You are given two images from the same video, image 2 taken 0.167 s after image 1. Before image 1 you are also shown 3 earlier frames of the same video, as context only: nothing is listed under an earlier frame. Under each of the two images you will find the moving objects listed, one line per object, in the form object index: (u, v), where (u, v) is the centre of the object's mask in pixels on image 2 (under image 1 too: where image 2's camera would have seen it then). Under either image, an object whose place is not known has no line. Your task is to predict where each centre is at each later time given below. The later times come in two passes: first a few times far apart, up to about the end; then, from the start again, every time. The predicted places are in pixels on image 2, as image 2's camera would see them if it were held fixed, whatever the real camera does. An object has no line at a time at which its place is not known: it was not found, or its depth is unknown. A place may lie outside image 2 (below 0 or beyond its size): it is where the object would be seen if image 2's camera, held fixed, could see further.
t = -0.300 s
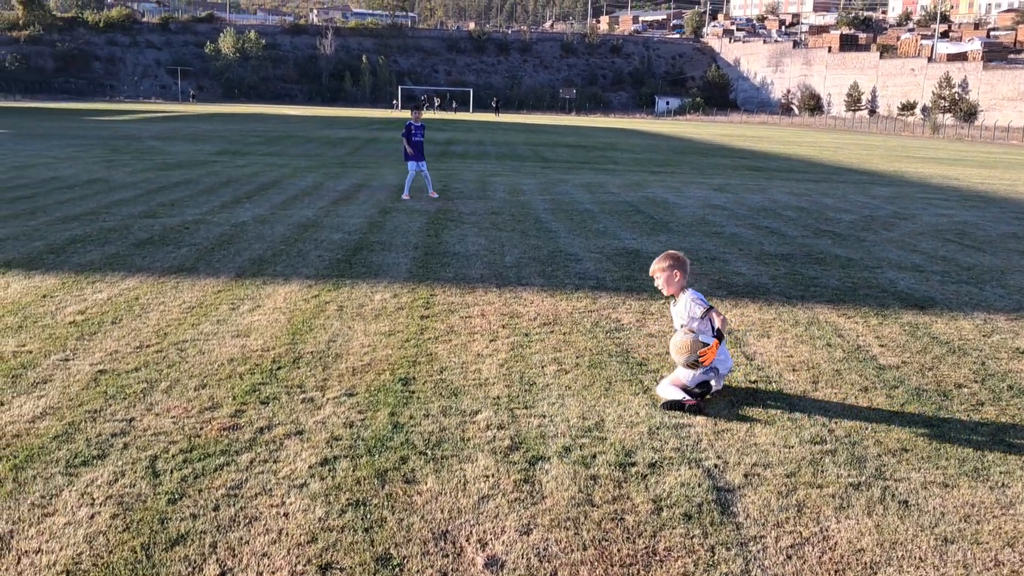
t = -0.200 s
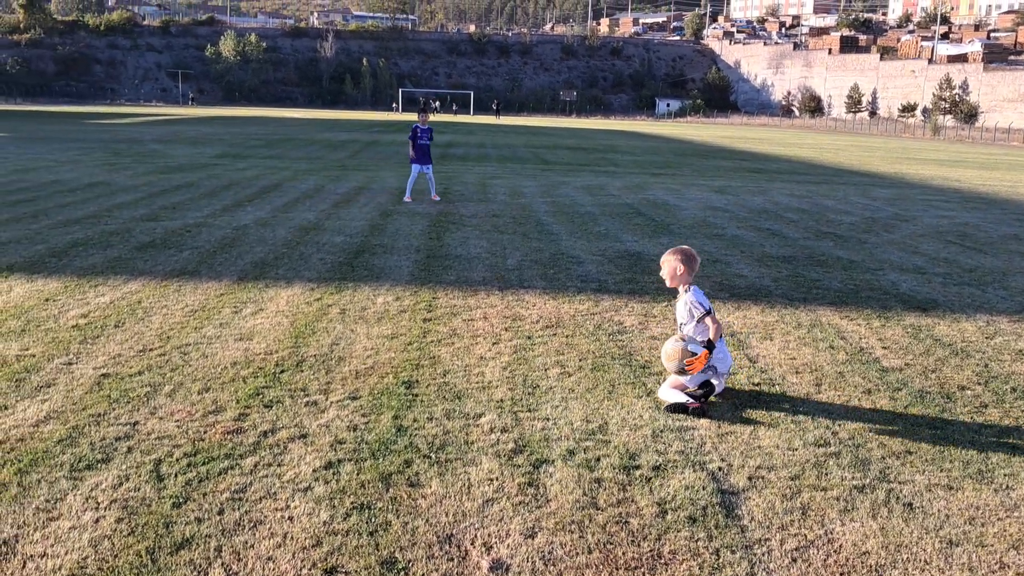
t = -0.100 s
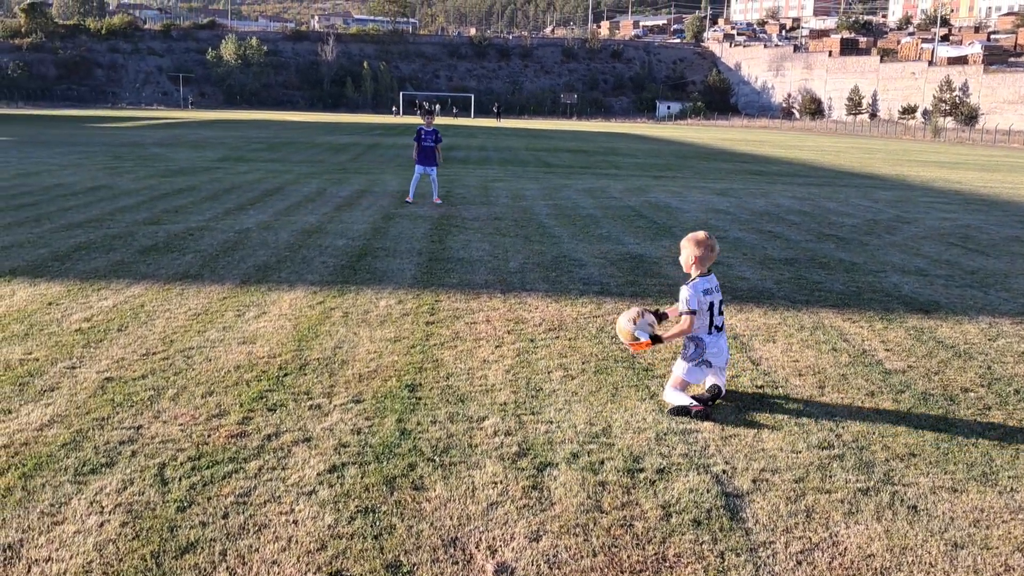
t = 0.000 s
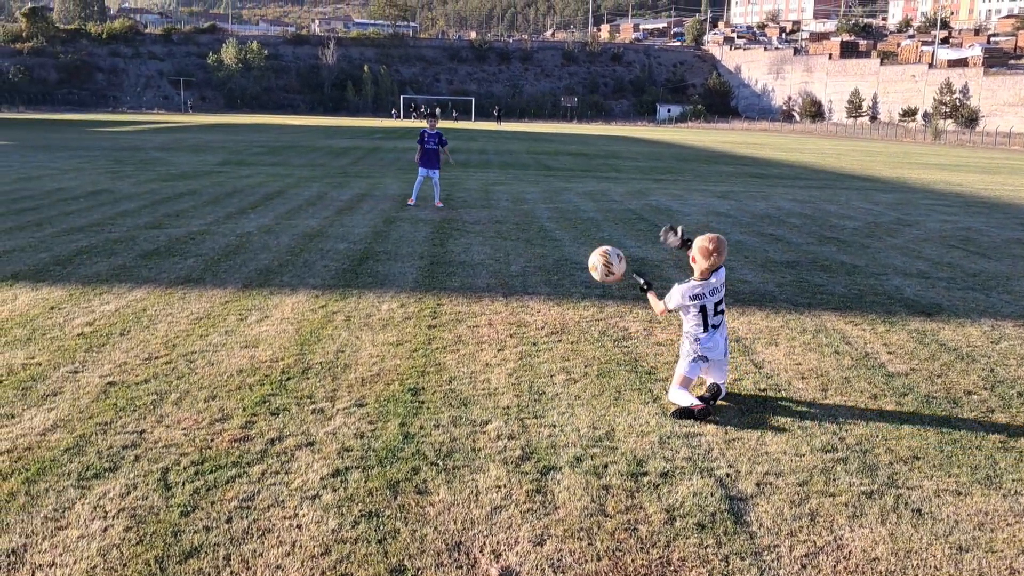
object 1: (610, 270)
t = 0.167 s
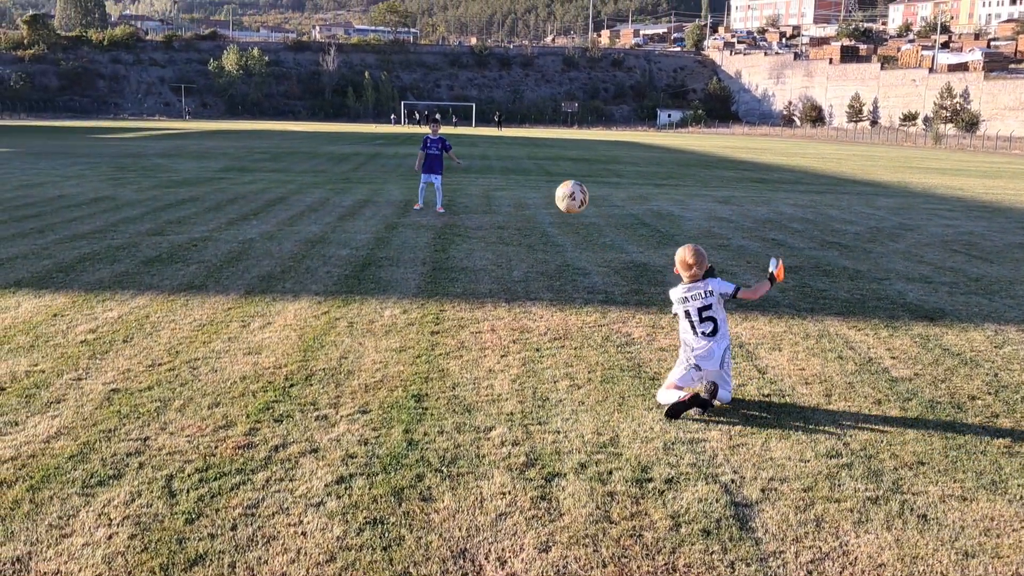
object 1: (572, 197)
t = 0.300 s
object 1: (547, 175)
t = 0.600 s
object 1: (502, 213)
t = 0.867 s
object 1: (471, 244)
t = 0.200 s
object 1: (565, 189)
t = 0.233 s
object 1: (559, 182)
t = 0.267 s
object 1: (553, 178)
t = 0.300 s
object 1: (547, 175)
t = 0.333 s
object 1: (541, 174)
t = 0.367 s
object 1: (536, 174)
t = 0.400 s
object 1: (530, 176)
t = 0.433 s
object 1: (525, 179)
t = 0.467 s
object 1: (520, 184)
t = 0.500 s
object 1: (515, 190)
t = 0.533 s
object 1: (511, 197)
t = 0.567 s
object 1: (506, 205)
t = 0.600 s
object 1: (502, 213)
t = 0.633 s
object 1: (498, 222)
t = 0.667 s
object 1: (494, 232)
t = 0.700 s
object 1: (489, 243)
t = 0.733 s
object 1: (485, 255)
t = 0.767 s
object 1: (481, 268)
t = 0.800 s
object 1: (478, 262)
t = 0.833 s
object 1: (474, 253)
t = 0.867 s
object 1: (471, 244)
